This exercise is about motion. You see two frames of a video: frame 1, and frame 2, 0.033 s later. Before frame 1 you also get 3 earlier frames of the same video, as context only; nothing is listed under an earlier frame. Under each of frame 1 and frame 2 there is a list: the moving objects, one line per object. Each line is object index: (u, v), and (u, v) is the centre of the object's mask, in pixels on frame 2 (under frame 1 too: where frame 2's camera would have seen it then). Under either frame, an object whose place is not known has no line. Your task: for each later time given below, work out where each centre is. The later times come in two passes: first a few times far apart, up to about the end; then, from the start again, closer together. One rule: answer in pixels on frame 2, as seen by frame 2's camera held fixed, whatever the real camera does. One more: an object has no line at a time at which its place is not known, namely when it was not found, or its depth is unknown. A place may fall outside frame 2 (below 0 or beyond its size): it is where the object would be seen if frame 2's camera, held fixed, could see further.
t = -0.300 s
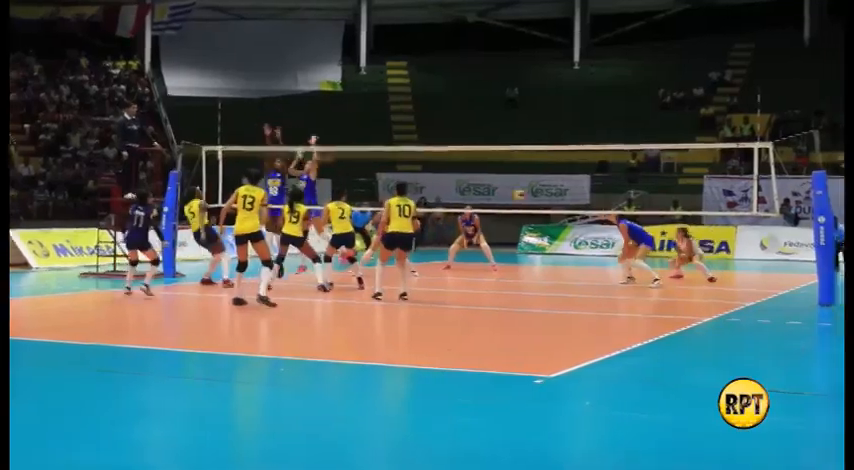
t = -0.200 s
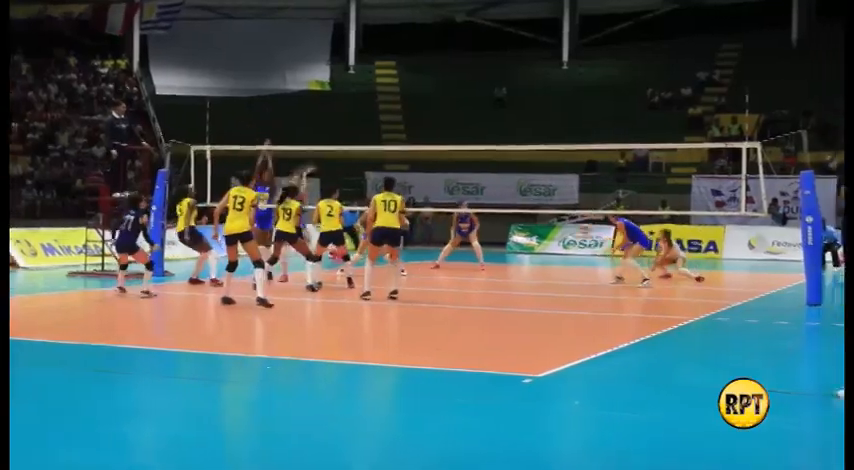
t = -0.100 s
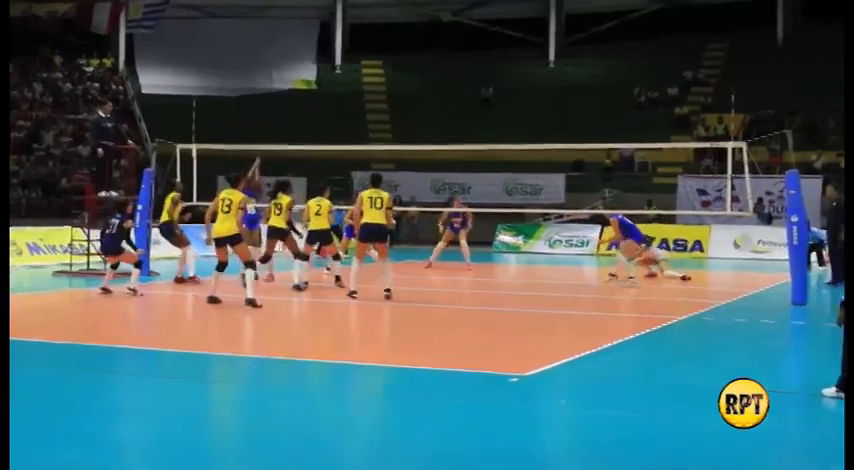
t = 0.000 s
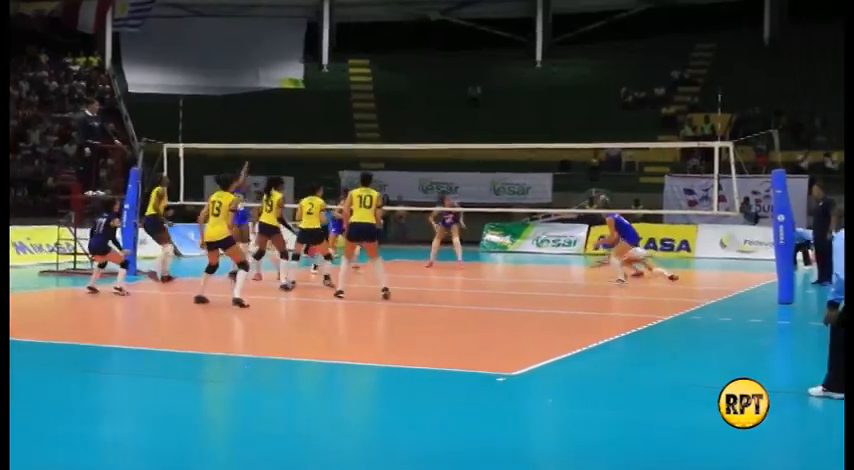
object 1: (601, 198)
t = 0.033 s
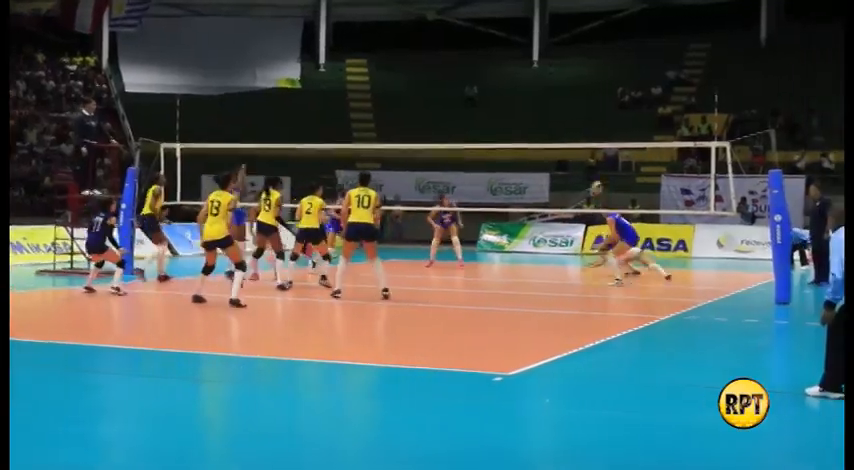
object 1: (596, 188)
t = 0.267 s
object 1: (582, 106)
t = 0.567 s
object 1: (555, 47)
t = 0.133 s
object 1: (586, 151)
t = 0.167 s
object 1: (586, 136)
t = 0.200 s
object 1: (584, 126)
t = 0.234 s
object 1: (581, 115)
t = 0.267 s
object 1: (582, 106)
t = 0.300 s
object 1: (578, 96)
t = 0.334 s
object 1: (574, 88)
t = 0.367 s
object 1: (571, 81)
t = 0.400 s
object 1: (569, 73)
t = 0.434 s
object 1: (566, 67)
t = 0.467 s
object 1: (564, 60)
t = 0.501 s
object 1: (560, 56)
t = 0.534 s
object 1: (558, 51)
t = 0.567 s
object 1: (555, 47)
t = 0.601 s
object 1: (553, 43)
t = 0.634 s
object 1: (550, 41)
